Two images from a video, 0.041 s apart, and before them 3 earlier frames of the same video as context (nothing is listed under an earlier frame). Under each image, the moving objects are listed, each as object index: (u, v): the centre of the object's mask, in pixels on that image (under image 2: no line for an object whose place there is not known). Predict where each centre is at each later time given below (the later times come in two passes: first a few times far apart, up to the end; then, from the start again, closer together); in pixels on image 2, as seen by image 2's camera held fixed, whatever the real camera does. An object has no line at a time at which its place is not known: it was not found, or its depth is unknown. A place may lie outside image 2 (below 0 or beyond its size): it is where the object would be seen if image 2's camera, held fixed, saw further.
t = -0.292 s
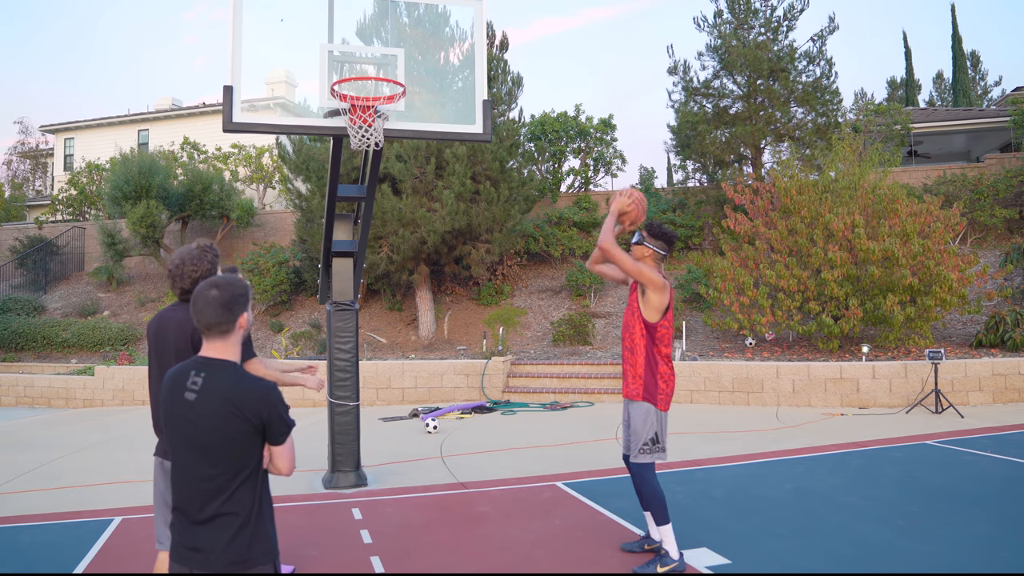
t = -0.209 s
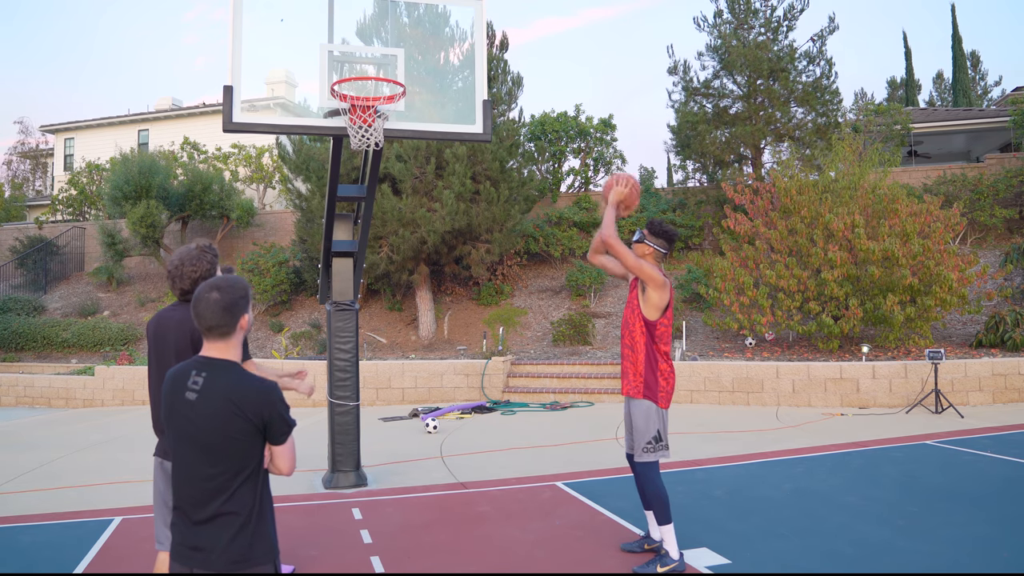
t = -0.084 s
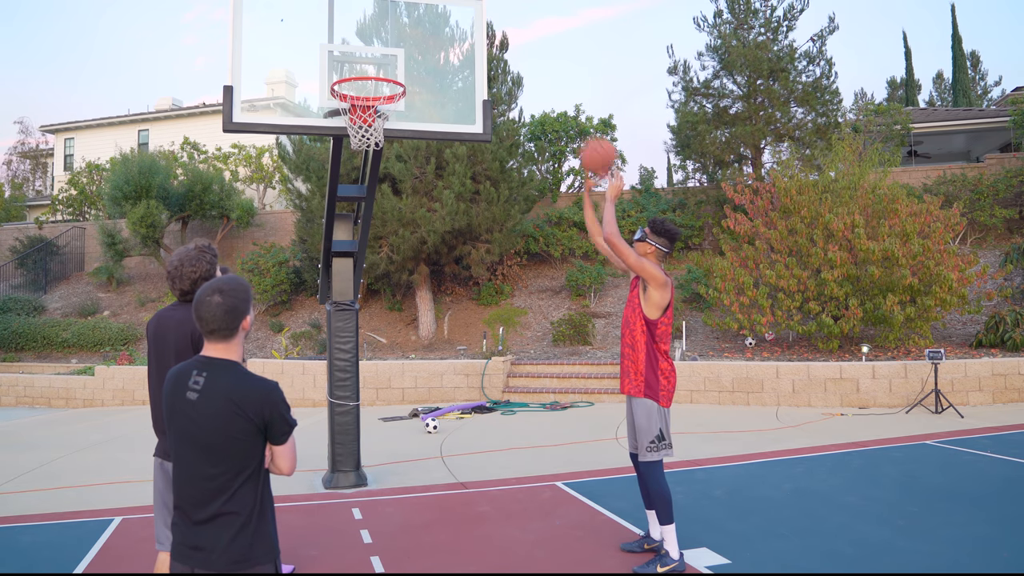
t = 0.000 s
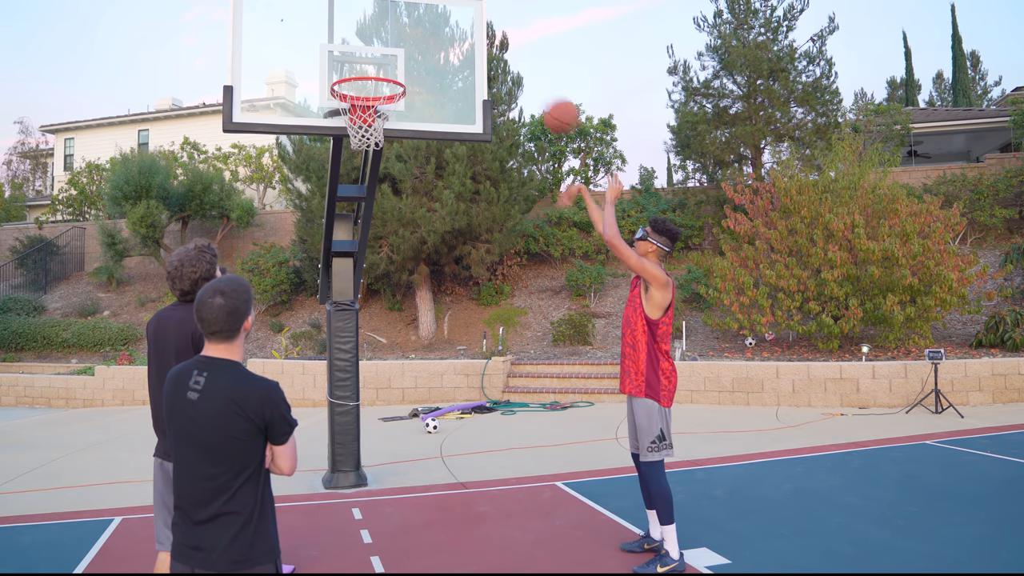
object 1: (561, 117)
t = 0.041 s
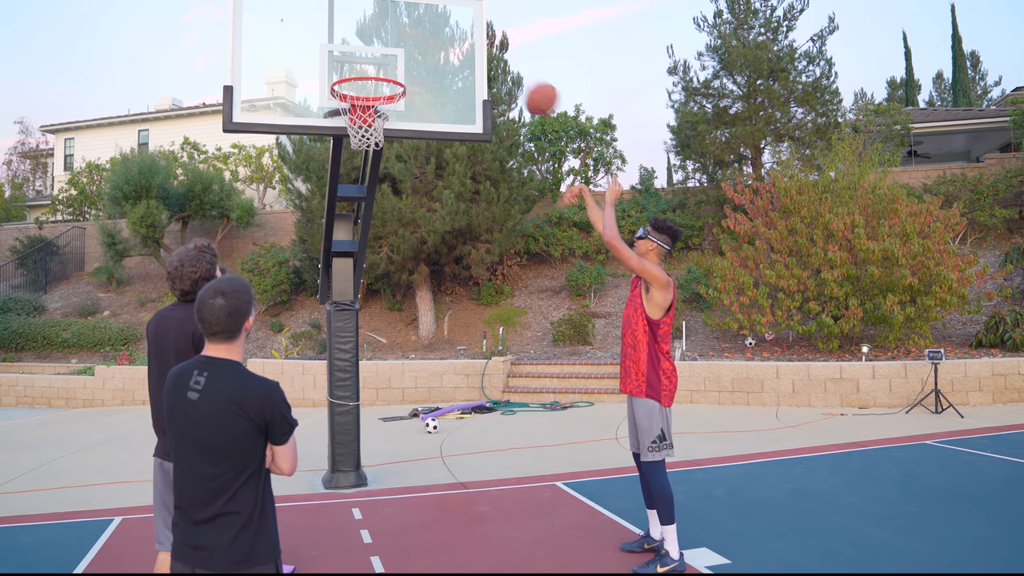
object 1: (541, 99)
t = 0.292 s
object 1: (435, 53)
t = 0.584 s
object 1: (375, 81)
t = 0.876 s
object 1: (355, 142)
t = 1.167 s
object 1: (397, 216)
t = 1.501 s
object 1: (442, 461)
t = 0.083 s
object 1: (521, 84)
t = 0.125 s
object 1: (503, 73)
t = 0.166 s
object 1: (487, 65)
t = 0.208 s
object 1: (469, 59)
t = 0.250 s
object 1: (451, 55)
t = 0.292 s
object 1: (435, 53)
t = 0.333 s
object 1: (422, 54)
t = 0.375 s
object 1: (416, 53)
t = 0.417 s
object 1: (409, 55)
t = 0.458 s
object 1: (403, 60)
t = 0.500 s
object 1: (396, 66)
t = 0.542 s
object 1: (387, 75)
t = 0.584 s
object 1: (375, 81)
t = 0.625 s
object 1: (365, 91)
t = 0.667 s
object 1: (355, 100)
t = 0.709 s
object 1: (346, 108)
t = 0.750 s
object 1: (348, 120)
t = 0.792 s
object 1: (348, 124)
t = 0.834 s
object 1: (350, 128)
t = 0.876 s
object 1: (355, 142)
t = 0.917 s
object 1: (361, 145)
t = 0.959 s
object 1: (367, 150)
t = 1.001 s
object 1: (373, 155)
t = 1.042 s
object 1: (379, 166)
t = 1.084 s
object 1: (385, 180)
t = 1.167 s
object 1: (397, 216)
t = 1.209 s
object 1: (402, 238)
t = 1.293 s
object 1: (414, 288)
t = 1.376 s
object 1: (425, 349)
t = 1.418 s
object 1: (431, 386)
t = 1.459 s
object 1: (436, 422)
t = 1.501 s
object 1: (442, 461)
